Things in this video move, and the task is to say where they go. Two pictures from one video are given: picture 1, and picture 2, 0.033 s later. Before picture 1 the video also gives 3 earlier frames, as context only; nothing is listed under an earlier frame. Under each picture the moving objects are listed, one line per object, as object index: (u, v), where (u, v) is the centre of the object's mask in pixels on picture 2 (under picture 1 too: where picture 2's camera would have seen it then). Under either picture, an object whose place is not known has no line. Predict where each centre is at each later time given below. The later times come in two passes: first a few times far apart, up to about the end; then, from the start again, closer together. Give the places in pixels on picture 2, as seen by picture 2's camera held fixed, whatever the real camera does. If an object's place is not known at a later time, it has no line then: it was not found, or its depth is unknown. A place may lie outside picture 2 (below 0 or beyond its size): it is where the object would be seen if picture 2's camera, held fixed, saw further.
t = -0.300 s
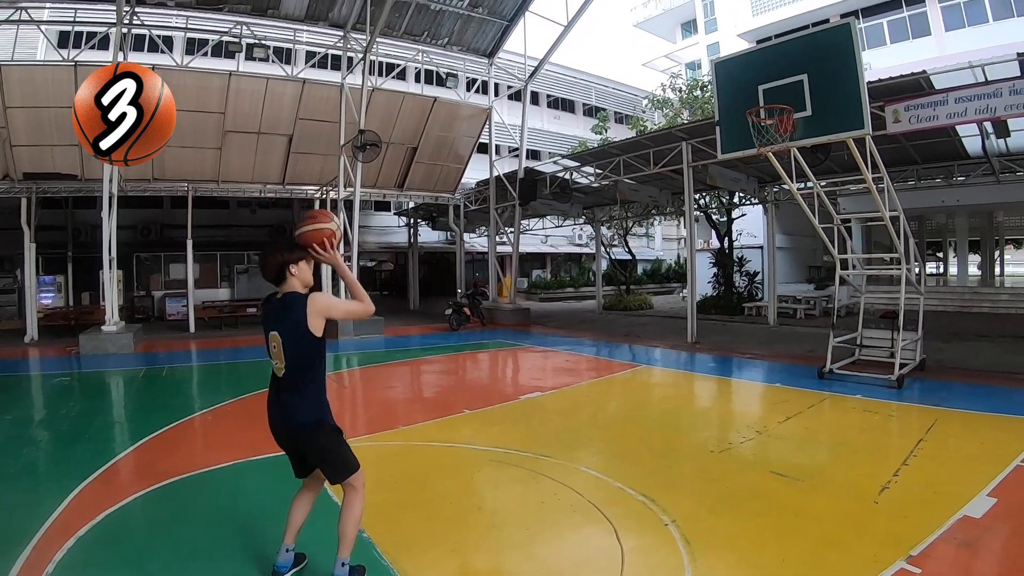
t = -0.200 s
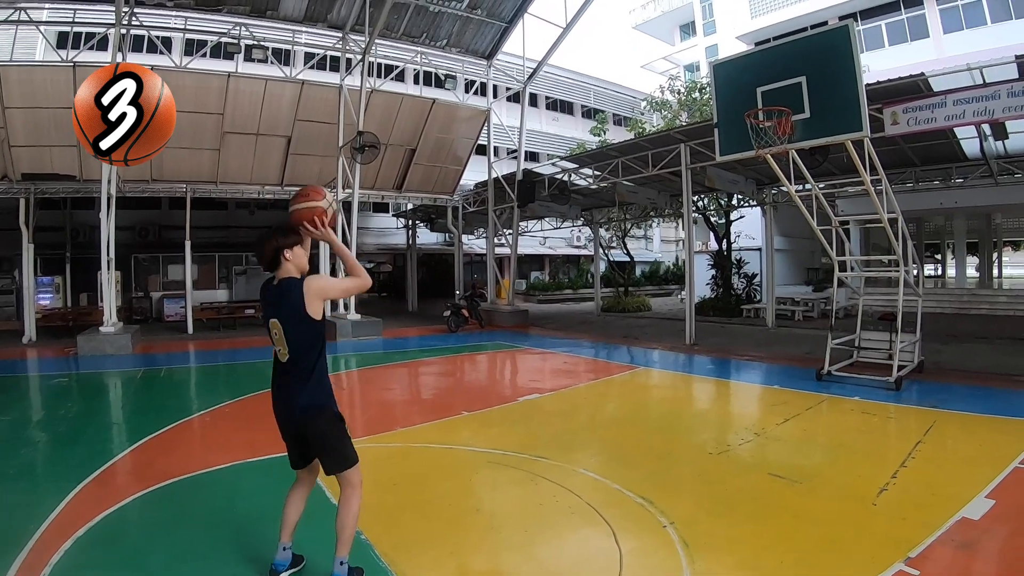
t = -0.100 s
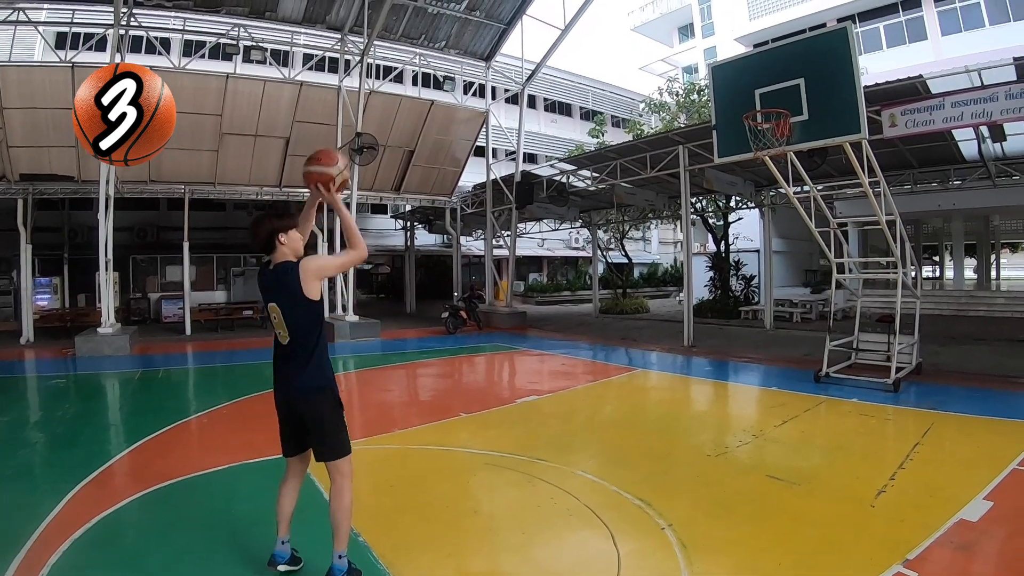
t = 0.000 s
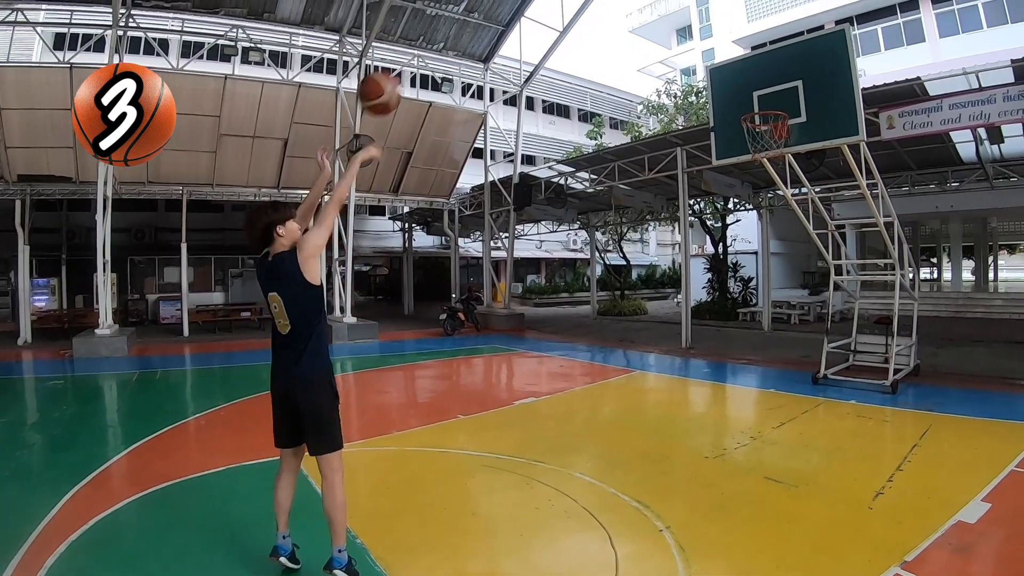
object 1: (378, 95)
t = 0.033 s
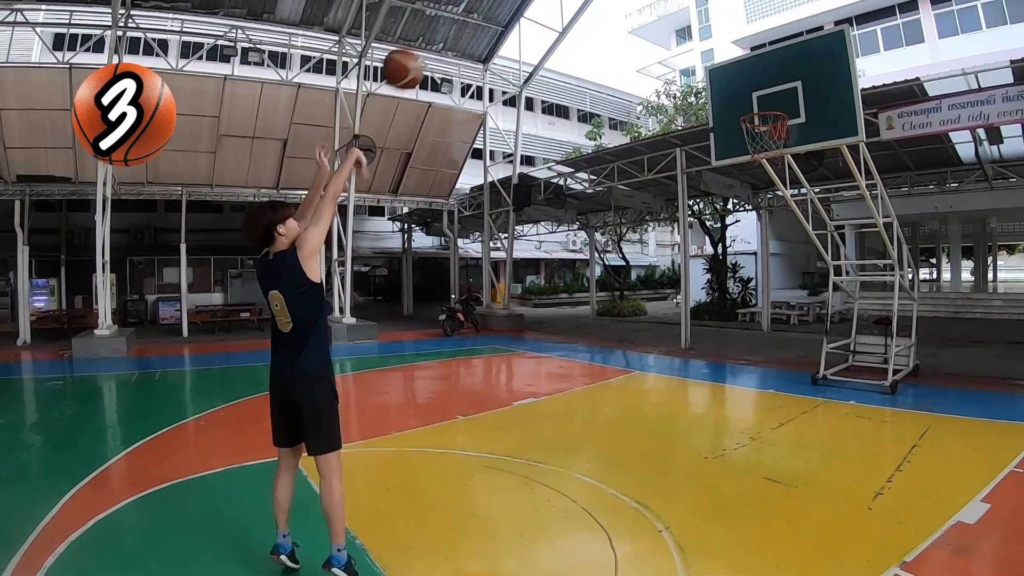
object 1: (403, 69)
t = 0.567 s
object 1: (652, -4)
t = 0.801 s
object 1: (720, 52)
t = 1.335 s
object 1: (760, 269)
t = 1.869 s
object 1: (720, 273)
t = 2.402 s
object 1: (658, 185)
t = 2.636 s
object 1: (618, 297)
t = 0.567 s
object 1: (652, -4)
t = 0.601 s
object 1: (662, -1)
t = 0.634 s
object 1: (672, 4)
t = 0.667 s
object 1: (682, 12)
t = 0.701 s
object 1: (692, 20)
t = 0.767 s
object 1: (711, 40)
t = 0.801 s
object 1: (720, 52)
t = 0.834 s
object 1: (730, 65)
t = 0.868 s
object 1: (737, 77)
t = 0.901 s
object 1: (746, 90)
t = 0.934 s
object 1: (754, 105)
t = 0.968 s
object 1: (761, 121)
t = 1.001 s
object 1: (771, 139)
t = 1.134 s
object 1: (769, 177)
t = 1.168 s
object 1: (766, 190)
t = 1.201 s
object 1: (765, 202)
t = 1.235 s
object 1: (764, 217)
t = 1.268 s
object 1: (762, 233)
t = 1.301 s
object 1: (761, 251)
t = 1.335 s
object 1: (760, 269)
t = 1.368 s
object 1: (759, 290)
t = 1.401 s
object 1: (755, 313)
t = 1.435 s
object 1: (754, 336)
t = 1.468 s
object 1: (753, 360)
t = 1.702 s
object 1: (736, 360)
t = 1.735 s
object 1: (733, 341)
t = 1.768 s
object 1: (730, 323)
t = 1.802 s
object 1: (726, 306)
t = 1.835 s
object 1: (724, 289)
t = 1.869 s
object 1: (720, 273)
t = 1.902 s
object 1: (717, 258)
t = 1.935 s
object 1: (713, 243)
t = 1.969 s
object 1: (710, 230)
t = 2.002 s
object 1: (707, 219)
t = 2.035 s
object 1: (704, 207)
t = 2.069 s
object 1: (700, 198)
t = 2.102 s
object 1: (697, 190)
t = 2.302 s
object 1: (672, 170)
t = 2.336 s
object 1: (667, 173)
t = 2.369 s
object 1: (662, 178)
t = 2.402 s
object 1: (658, 185)
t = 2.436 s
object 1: (654, 193)
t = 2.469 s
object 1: (649, 203)
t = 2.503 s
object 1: (643, 216)
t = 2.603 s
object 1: (625, 273)
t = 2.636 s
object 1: (618, 297)
